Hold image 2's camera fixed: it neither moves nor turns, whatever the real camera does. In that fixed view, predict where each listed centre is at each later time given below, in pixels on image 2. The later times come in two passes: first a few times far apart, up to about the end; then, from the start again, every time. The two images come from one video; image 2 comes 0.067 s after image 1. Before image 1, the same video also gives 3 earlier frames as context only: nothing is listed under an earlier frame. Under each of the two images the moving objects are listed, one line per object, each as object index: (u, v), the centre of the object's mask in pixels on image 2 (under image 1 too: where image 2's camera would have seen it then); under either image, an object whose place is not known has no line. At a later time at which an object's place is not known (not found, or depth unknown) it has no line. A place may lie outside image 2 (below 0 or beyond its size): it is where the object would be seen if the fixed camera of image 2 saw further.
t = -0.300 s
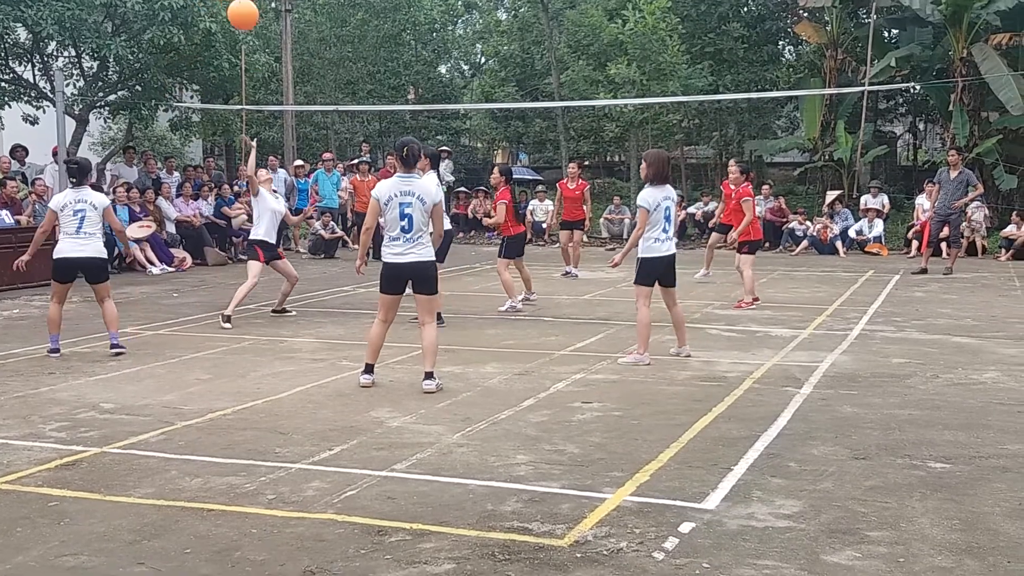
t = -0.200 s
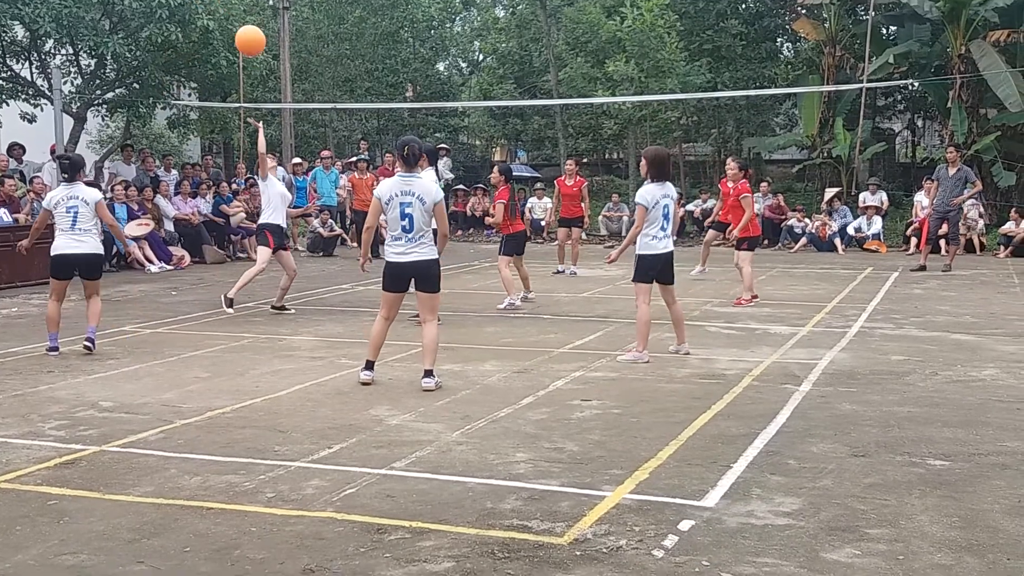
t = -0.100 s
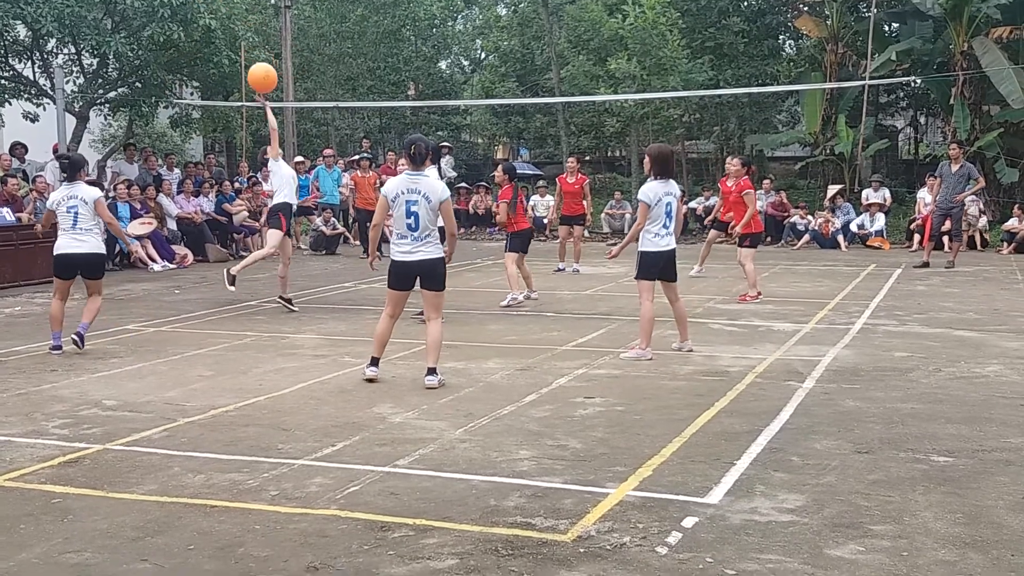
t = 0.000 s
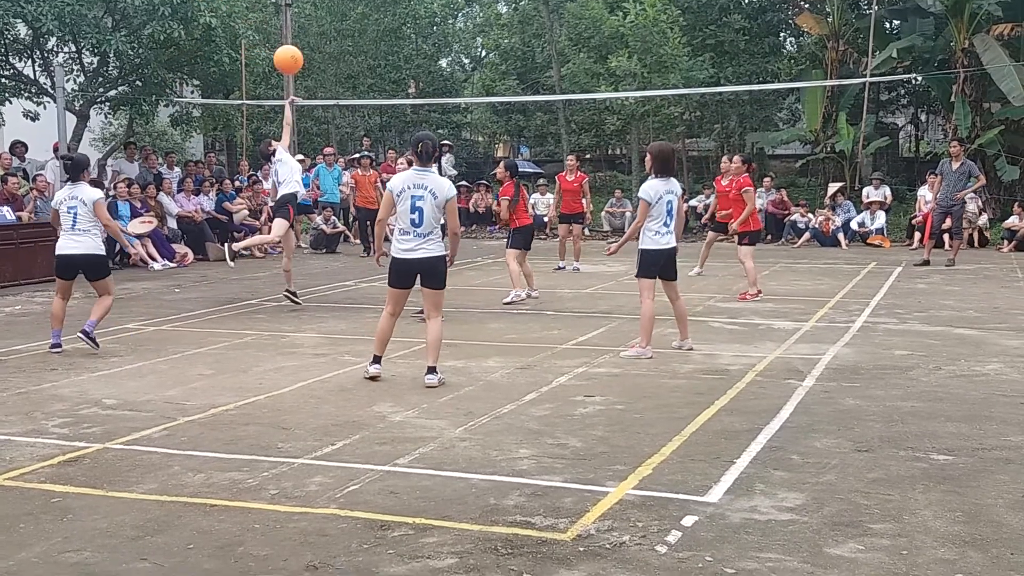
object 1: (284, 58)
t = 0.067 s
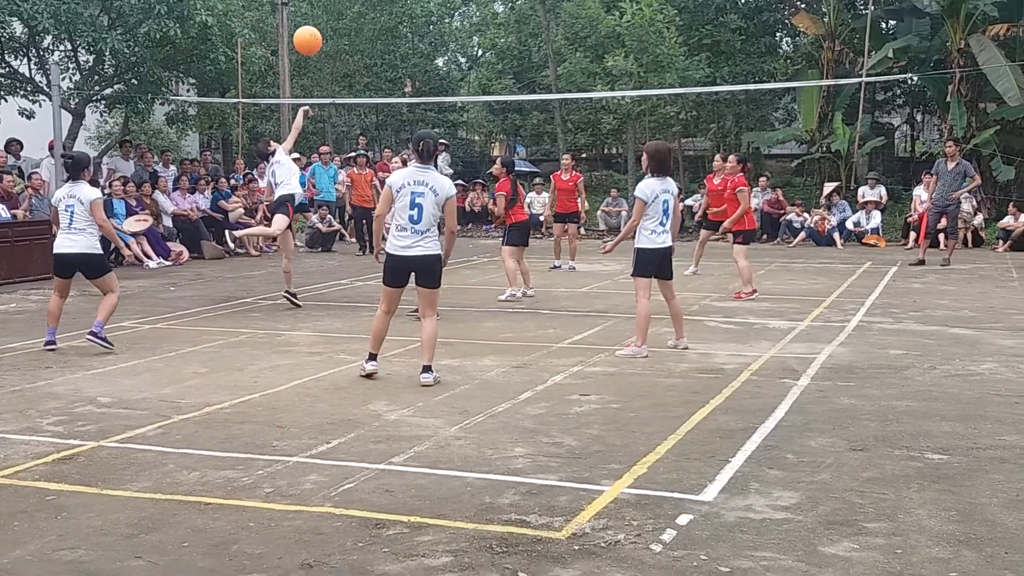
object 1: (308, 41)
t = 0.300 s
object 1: (382, 15)
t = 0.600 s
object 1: (465, 62)
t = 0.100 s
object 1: (318, 33)
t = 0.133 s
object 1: (329, 27)
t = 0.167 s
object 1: (340, 22)
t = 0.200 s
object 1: (351, 18)
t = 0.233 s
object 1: (362, 16)
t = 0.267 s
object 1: (372, 15)
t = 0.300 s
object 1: (382, 15)
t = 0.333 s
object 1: (392, 16)
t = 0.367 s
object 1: (402, 18)
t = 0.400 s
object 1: (412, 22)
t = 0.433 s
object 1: (421, 26)
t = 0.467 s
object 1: (430, 31)
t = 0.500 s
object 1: (439, 38)
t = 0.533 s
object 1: (448, 45)
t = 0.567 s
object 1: (457, 53)
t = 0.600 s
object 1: (465, 62)
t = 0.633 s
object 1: (474, 71)
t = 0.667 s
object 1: (482, 82)
